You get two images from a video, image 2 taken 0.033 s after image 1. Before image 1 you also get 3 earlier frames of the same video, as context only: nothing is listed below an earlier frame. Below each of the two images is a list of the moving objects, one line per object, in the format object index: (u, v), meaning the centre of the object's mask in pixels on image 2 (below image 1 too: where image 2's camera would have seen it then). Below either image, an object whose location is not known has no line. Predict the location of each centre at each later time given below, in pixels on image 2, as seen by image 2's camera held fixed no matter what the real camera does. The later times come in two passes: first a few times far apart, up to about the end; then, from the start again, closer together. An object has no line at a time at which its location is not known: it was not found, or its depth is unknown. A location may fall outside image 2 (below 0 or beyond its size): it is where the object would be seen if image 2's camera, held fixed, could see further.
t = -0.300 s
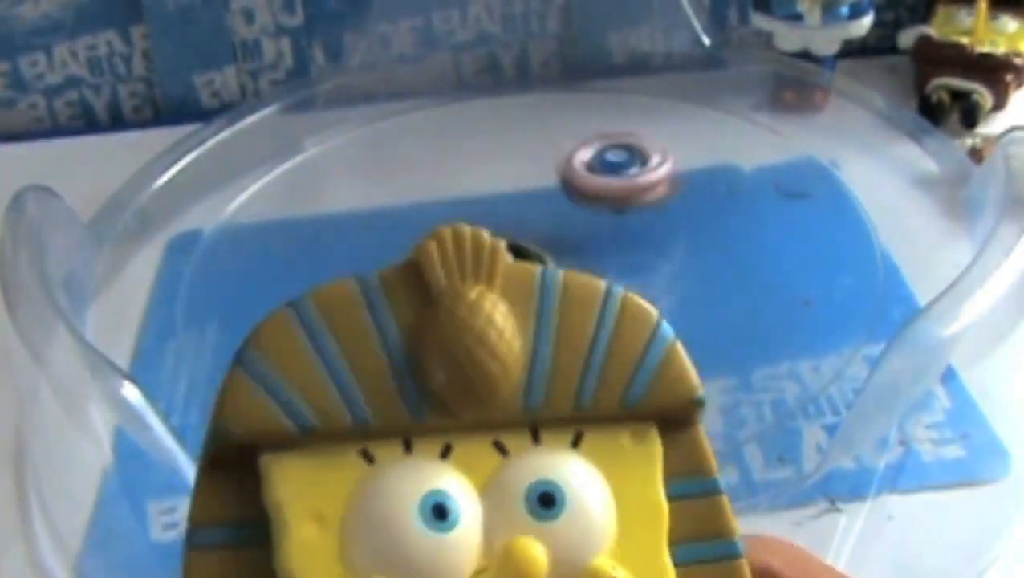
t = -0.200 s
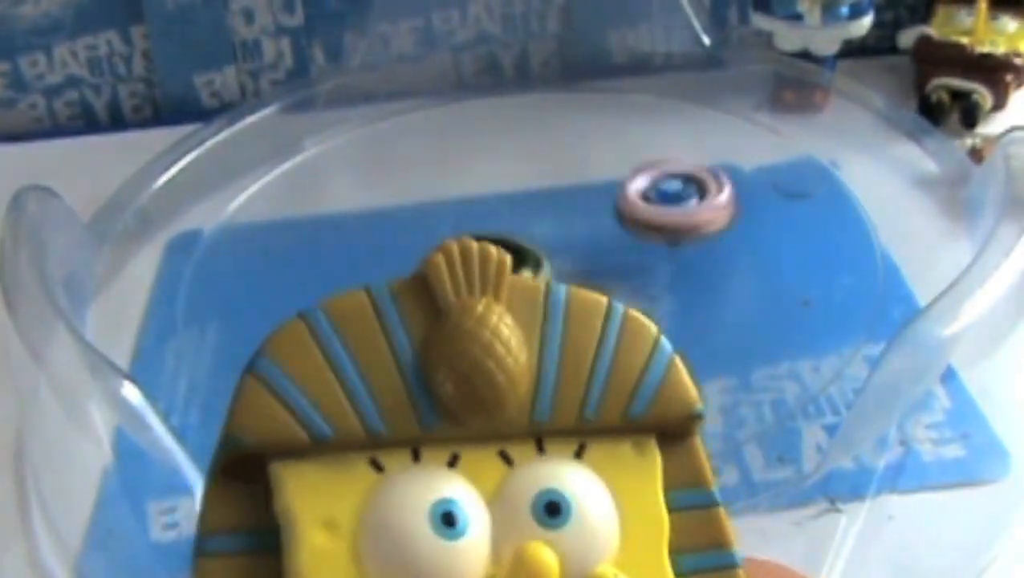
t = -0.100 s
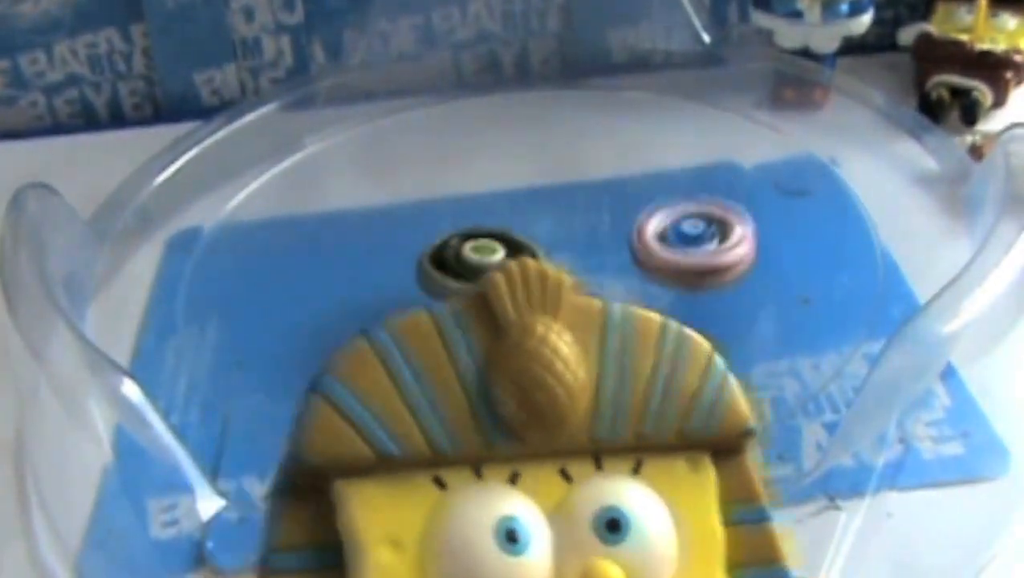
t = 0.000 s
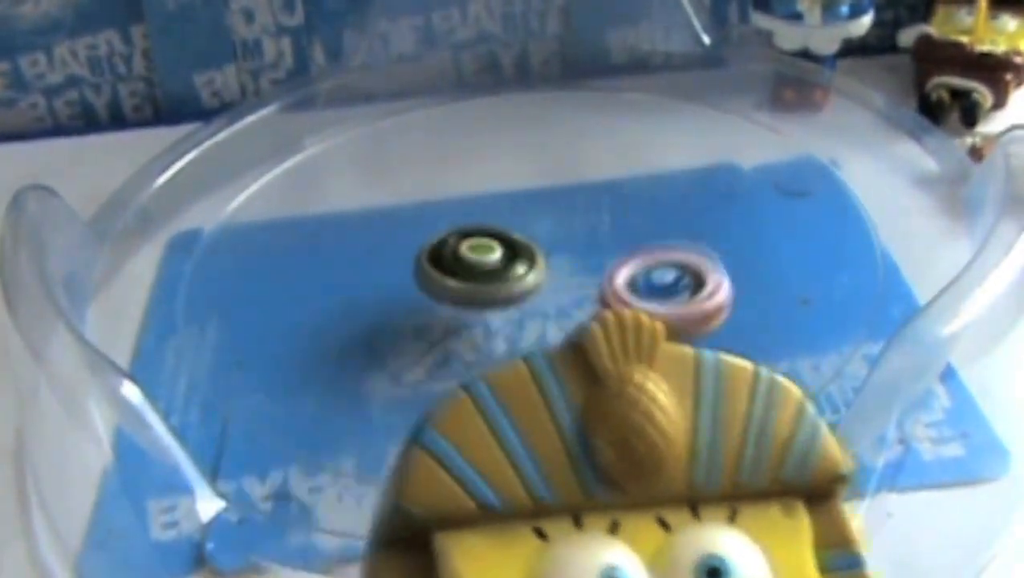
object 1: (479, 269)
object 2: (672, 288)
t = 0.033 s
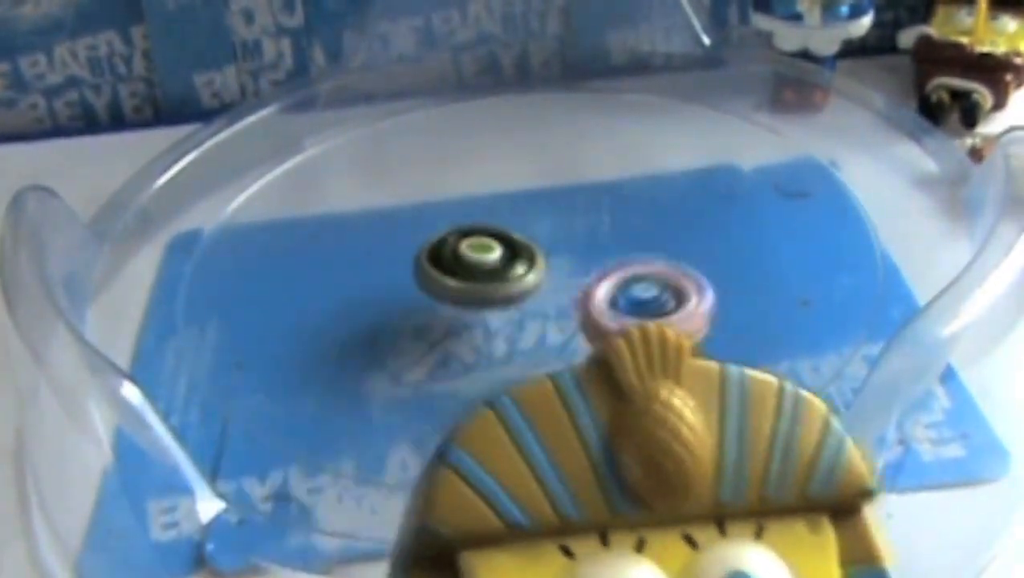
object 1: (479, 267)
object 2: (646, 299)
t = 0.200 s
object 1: (480, 258)
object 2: (495, 342)
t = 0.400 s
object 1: (488, 253)
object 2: (368, 284)
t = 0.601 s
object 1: (594, 232)
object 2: (273, 181)
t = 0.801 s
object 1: (604, 220)
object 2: (339, 117)
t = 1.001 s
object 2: (486, 138)
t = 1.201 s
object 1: (625, 251)
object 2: (576, 160)
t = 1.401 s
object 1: (605, 300)
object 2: (625, 189)
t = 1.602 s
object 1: (598, 312)
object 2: (563, 227)
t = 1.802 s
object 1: (586, 314)
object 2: (487, 191)
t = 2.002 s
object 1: (568, 310)
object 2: (529, 186)
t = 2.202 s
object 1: (547, 334)
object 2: (483, 208)
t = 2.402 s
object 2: (501, 148)
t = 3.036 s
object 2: (574, 205)
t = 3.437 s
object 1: (514, 335)
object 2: (540, 147)
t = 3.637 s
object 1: (560, 302)
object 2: (605, 195)
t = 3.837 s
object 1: (519, 350)
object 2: (619, 177)
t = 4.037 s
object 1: (551, 336)
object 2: (549, 222)
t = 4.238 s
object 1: (580, 319)
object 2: (435, 218)
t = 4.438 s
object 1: (599, 305)
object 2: (450, 186)
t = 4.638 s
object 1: (609, 294)
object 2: (509, 244)
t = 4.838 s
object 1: (634, 298)
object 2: (427, 224)
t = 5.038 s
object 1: (625, 289)
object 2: (487, 209)
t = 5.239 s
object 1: (641, 296)
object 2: (483, 235)
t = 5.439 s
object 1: (626, 289)
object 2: (459, 218)
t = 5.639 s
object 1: (610, 280)
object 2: (501, 232)
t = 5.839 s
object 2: (446, 200)
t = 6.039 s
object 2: (504, 185)
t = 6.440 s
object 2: (437, 196)
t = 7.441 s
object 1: (620, 238)
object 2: (448, 247)
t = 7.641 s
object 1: (612, 233)
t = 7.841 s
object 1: (627, 229)
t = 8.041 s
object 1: (614, 230)
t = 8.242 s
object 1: (632, 232)
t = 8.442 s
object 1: (616, 234)
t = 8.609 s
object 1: (600, 234)
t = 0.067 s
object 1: (479, 266)
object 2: (617, 316)
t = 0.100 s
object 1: (478, 265)
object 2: (593, 331)
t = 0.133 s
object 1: (479, 263)
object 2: (561, 338)
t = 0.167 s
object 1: (479, 261)
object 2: (531, 344)
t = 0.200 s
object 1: (480, 258)
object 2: (495, 342)
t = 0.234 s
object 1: (483, 254)
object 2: (467, 337)
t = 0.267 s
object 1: (485, 255)
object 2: (437, 331)
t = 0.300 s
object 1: (487, 254)
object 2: (415, 323)
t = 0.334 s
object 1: (487, 254)
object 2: (395, 313)
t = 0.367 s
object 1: (488, 253)
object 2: (378, 299)
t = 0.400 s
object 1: (488, 253)
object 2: (368, 284)
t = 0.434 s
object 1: (488, 252)
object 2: (363, 267)
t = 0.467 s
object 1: (493, 251)
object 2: (360, 251)
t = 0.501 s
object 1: (530, 246)
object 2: (315, 229)
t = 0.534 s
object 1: (560, 241)
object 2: (288, 211)
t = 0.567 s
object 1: (581, 237)
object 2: (276, 197)
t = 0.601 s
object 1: (594, 232)
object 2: (273, 181)
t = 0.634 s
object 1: (601, 230)
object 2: (273, 165)
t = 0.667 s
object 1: (603, 227)
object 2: (276, 152)
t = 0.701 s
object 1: (603, 225)
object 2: (284, 139)
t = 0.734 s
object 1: (604, 223)
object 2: (296, 129)
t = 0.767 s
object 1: (604, 221)
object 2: (318, 125)
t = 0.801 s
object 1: (604, 220)
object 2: (339, 117)
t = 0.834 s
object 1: (604, 218)
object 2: (361, 115)
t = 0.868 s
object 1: (604, 217)
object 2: (388, 117)
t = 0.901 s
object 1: (605, 215)
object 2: (410, 117)
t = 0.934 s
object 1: (605, 214)
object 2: (436, 123)
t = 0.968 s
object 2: (462, 130)
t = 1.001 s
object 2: (486, 138)
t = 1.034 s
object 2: (512, 150)
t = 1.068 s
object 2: (532, 156)
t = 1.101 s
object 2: (544, 150)
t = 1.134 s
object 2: (554, 126)
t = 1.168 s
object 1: (642, 235)
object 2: (575, 151)
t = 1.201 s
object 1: (625, 251)
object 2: (576, 160)
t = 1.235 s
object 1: (615, 258)
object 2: (587, 171)
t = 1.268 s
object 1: (616, 260)
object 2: (599, 180)
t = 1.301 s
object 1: (615, 275)
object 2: (607, 178)
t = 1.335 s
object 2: (614, 178)
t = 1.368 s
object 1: (609, 296)
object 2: (620, 183)
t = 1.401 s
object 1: (605, 300)
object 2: (625, 189)
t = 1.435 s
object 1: (605, 301)
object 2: (624, 199)
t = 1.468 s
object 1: (605, 302)
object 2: (618, 207)
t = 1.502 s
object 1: (605, 302)
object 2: (606, 218)
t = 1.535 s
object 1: (604, 306)
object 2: (592, 224)
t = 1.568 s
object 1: (600, 310)
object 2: (579, 226)
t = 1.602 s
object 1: (598, 312)
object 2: (563, 227)
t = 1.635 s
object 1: (597, 313)
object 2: (545, 225)
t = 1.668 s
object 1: (595, 313)
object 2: (529, 220)
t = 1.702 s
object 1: (593, 314)
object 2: (513, 214)
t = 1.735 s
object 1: (591, 314)
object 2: (501, 206)
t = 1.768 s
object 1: (589, 315)
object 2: (492, 198)
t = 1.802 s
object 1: (586, 314)
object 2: (487, 191)
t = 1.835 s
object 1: (584, 313)
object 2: (488, 182)
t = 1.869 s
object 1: (582, 313)
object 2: (493, 177)
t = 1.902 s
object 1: (578, 312)
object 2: (501, 173)
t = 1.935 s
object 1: (575, 311)
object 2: (511, 175)
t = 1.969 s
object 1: (571, 311)
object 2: (521, 178)
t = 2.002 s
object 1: (568, 310)
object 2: (529, 186)
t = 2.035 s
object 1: (563, 309)
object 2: (534, 195)
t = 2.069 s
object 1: (558, 308)
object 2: (533, 209)
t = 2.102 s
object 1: (553, 307)
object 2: (528, 220)
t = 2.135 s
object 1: (548, 307)
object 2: (519, 233)
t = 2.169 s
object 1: (547, 317)
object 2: (501, 225)
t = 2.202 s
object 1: (547, 334)
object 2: (483, 208)
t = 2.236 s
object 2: (472, 195)
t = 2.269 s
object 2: (468, 181)
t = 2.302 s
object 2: (470, 170)
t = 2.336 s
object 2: (476, 161)
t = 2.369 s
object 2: (486, 153)
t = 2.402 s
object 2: (501, 148)
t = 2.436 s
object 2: (520, 147)
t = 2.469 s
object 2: (536, 154)
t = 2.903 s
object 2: (569, 183)
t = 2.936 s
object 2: (573, 191)
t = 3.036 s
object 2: (574, 205)
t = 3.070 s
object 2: (568, 211)
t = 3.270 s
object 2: (494, 200)
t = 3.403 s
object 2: (525, 152)
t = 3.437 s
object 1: (514, 335)
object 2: (540, 147)
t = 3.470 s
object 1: (521, 330)
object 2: (556, 145)
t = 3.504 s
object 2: (572, 148)
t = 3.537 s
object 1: (537, 321)
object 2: (588, 156)
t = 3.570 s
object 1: (545, 314)
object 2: (599, 167)
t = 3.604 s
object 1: (553, 308)
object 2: (604, 181)
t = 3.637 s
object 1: (560, 302)
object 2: (605, 195)
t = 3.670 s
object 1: (566, 297)
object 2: (601, 208)
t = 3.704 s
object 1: (557, 309)
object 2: (605, 201)
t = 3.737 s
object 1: (541, 326)
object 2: (611, 187)
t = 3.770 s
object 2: (616, 178)
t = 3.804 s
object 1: (521, 346)
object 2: (618, 174)
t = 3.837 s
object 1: (519, 350)
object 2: (619, 177)
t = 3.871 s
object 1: (522, 348)
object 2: (617, 183)
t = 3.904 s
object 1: (528, 345)
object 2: (612, 190)
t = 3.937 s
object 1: (534, 342)
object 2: (601, 199)
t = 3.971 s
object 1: (540, 341)
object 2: (587, 208)
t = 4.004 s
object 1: (546, 339)
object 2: (571, 215)
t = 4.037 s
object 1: (551, 336)
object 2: (549, 222)
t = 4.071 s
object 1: (557, 333)
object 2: (527, 227)
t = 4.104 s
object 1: (561, 330)
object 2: (505, 228)
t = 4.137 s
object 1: (567, 327)
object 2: (483, 228)
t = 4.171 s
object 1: (571, 324)
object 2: (465, 225)
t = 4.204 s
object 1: (576, 322)
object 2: (448, 222)
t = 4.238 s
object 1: (580, 319)
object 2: (435, 218)
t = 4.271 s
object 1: (584, 317)
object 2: (427, 210)
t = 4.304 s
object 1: (588, 315)
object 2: (421, 203)
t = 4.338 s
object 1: (591, 312)
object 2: (421, 196)
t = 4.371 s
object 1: (594, 310)
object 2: (426, 190)
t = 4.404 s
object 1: (596, 308)
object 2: (436, 187)
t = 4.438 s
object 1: (599, 305)
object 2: (450, 186)
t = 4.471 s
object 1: (601, 303)
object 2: (465, 190)
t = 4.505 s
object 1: (603, 300)
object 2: (481, 198)
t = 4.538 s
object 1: (605, 298)
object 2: (493, 207)
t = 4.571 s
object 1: (605, 297)
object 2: (502, 219)
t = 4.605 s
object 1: (607, 295)
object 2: (507, 232)
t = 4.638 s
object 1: (609, 294)
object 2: (509, 244)
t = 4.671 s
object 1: (619, 297)
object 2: (495, 247)
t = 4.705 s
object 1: (630, 302)
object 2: (473, 244)
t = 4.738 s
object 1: (633, 304)
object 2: (457, 243)
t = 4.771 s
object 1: (633, 302)
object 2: (444, 238)
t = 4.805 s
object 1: (634, 300)
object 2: (432, 232)
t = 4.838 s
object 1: (634, 298)
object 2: (427, 224)
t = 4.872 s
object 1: (633, 297)
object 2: (427, 217)
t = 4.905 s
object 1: (632, 295)
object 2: (432, 211)
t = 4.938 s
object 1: (631, 293)
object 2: (442, 206)
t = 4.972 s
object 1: (629, 292)
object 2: (455, 204)
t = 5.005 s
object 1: (628, 290)
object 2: (471, 205)
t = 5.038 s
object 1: (625, 289)
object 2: (487, 209)
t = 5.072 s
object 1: (624, 288)
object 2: (503, 217)
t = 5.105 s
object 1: (621, 287)
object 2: (513, 226)
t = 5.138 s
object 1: (619, 285)
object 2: (520, 236)
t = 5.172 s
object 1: (628, 289)
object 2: (512, 239)
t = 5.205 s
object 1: (639, 294)
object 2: (497, 237)
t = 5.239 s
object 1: (641, 296)
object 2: (483, 235)
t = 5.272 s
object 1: (640, 296)
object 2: (473, 233)
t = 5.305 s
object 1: (637, 294)
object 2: (466, 229)
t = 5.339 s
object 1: (634, 293)
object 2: (462, 226)
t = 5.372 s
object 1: (632, 292)
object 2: (458, 222)
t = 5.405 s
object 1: (629, 291)
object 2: (456, 220)
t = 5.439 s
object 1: (626, 289)
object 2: (459, 218)
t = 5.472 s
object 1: (624, 287)
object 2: (465, 218)
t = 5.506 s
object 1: (621, 286)
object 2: (472, 218)
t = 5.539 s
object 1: (618, 285)
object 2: (480, 219)
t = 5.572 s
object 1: (616, 283)
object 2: (487, 222)
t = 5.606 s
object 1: (613, 282)
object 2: (495, 227)
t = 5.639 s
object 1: (610, 280)
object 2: (501, 232)
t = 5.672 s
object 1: (609, 279)
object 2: (503, 237)
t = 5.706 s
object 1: (626, 286)
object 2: (486, 232)
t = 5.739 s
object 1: (636, 290)
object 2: (470, 225)
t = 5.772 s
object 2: (459, 217)
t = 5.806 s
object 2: (450, 209)
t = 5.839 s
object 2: (446, 200)
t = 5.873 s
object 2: (446, 192)
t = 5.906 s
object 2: (452, 185)
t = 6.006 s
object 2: (490, 179)
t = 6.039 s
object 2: (504, 185)
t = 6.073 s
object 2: (516, 194)
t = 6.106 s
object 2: (525, 205)
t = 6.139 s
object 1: (626, 268)
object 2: (528, 217)
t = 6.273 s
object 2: (466, 224)
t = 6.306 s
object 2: (452, 219)
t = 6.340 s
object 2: (441, 214)
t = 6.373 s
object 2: (435, 207)
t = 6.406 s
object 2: (434, 200)
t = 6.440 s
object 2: (437, 196)
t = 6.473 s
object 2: (444, 194)
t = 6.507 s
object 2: (457, 193)
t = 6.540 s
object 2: (469, 197)
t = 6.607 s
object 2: (491, 211)
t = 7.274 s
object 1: (607, 244)
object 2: (474, 255)
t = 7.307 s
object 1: (609, 243)
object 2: (477, 253)
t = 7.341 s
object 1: (619, 242)
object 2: (464, 252)
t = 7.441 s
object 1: (620, 238)
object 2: (448, 247)
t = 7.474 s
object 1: (619, 237)
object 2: (445, 243)
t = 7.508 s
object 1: (618, 237)
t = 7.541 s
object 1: (616, 236)
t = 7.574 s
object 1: (615, 235)
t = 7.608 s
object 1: (614, 234)
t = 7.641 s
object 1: (612, 233)
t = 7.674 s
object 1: (611, 232)
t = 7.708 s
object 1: (609, 232)
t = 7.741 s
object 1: (616, 231)
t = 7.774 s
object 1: (627, 229)
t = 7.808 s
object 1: (628, 229)
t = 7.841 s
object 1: (627, 229)
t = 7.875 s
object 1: (625, 229)
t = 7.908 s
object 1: (624, 229)
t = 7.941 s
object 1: (622, 229)
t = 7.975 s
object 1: (620, 229)
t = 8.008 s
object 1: (617, 229)
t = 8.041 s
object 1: (614, 230)
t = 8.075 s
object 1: (611, 231)
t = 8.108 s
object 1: (607, 231)
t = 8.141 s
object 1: (604, 231)
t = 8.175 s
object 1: (604, 232)
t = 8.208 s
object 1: (623, 231)
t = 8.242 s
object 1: (632, 232)
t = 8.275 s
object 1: (632, 234)
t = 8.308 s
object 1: (629, 234)
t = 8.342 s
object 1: (626, 234)
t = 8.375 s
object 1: (623, 234)
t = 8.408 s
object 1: (620, 234)
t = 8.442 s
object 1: (616, 234)
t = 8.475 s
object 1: (613, 234)
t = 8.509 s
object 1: (610, 234)
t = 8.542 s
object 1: (606, 234)
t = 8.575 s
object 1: (603, 234)
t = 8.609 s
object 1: (600, 234)
